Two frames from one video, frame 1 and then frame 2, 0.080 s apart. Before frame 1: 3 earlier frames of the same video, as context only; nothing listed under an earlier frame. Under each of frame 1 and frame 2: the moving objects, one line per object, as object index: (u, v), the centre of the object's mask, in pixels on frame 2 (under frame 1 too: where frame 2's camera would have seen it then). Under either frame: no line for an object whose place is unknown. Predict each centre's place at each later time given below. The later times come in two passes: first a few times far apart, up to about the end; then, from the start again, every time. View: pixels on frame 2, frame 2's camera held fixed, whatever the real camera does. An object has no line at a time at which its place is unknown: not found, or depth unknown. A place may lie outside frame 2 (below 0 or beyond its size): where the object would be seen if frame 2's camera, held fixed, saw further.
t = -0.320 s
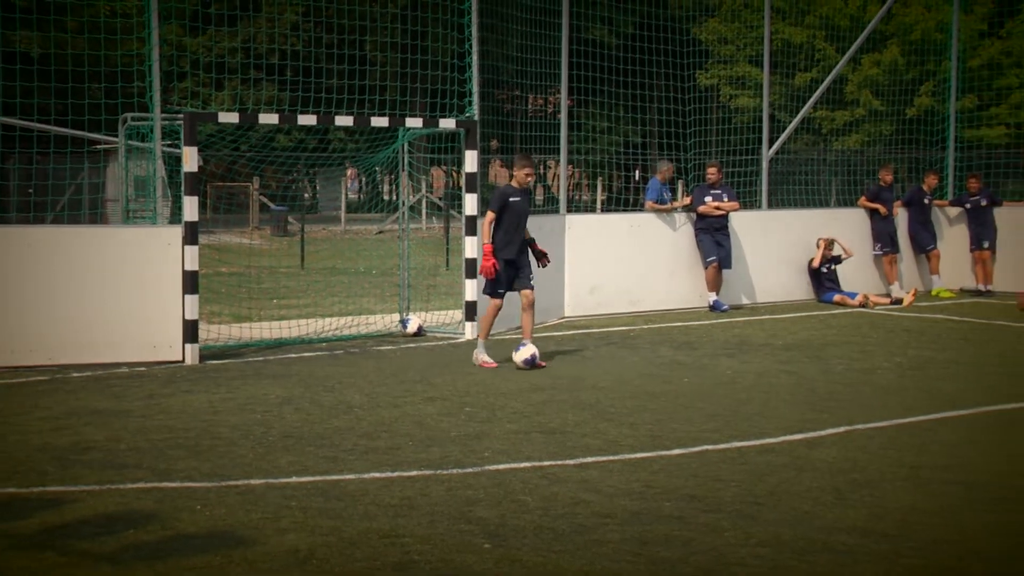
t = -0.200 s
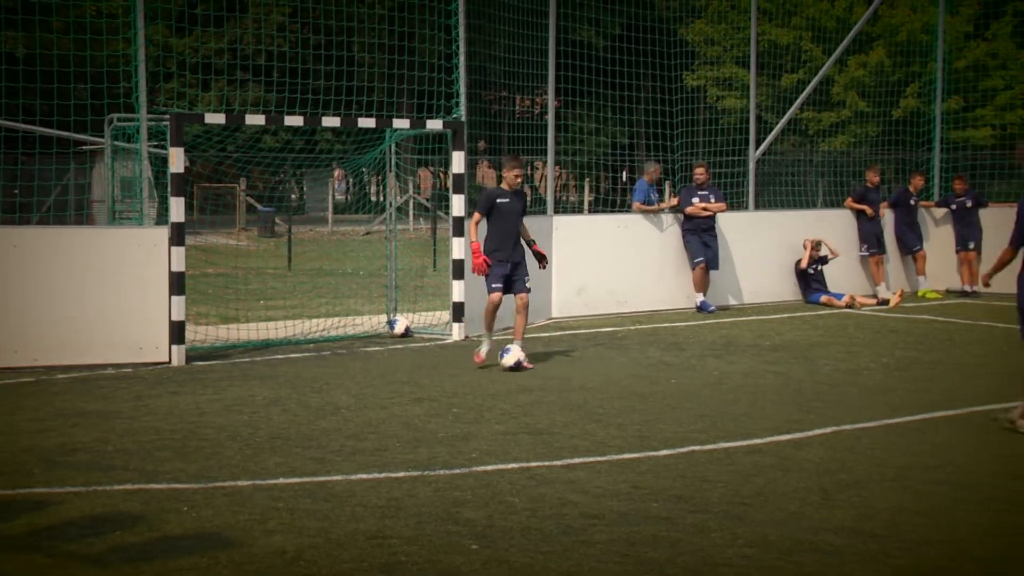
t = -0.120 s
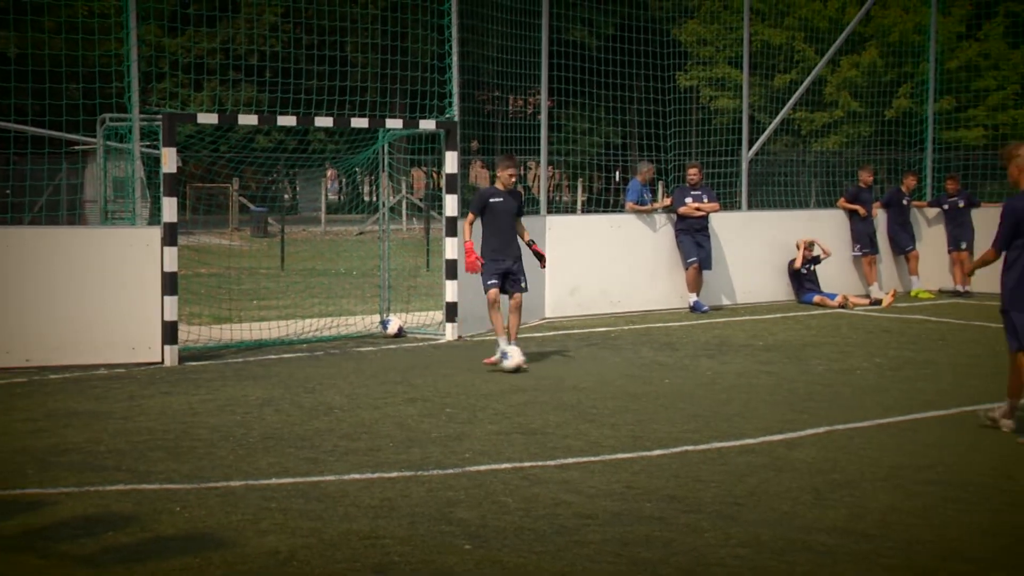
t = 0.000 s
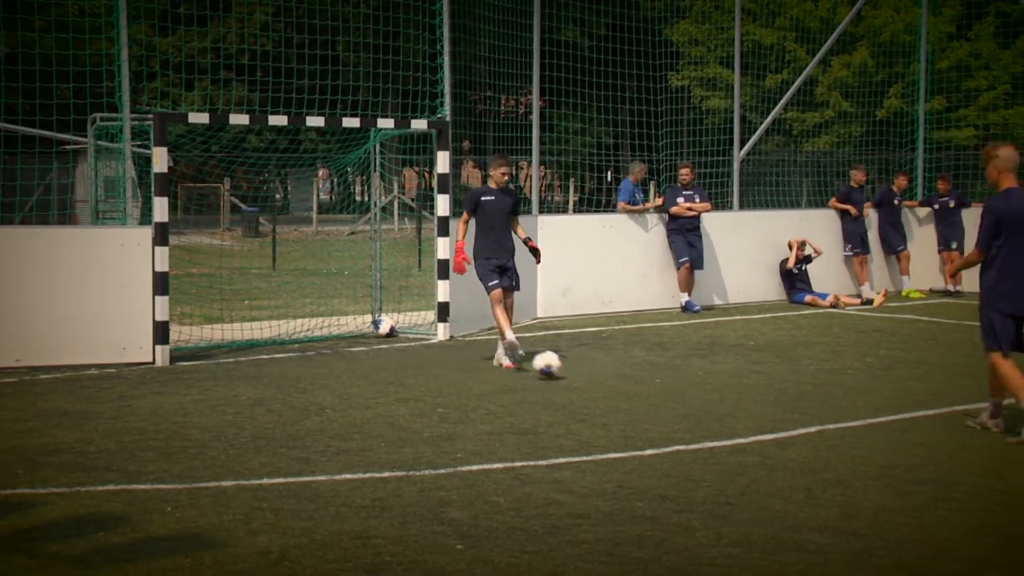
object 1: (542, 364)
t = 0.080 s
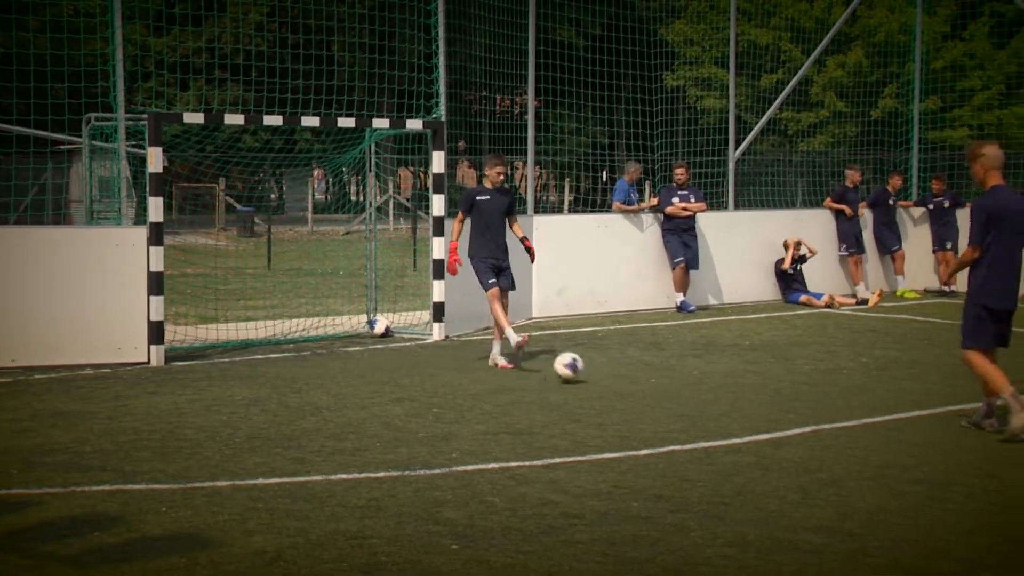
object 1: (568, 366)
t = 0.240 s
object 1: (616, 372)
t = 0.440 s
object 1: (673, 384)
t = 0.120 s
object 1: (581, 369)
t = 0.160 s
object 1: (593, 372)
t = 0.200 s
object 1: (605, 373)
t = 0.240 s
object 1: (616, 372)
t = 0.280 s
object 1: (627, 377)
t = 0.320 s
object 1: (639, 379)
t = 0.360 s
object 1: (650, 380)
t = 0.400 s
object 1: (661, 383)
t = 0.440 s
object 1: (673, 384)
